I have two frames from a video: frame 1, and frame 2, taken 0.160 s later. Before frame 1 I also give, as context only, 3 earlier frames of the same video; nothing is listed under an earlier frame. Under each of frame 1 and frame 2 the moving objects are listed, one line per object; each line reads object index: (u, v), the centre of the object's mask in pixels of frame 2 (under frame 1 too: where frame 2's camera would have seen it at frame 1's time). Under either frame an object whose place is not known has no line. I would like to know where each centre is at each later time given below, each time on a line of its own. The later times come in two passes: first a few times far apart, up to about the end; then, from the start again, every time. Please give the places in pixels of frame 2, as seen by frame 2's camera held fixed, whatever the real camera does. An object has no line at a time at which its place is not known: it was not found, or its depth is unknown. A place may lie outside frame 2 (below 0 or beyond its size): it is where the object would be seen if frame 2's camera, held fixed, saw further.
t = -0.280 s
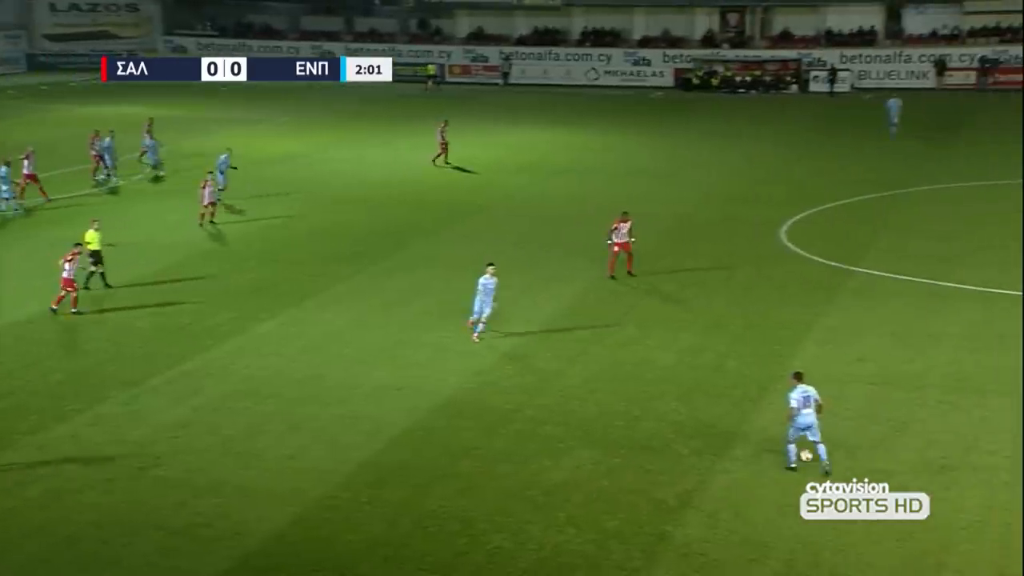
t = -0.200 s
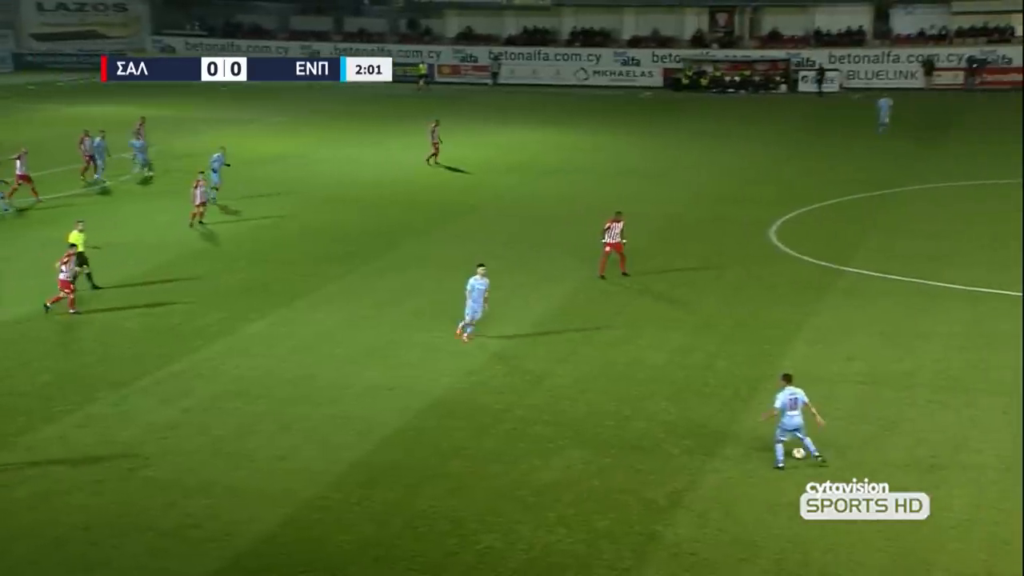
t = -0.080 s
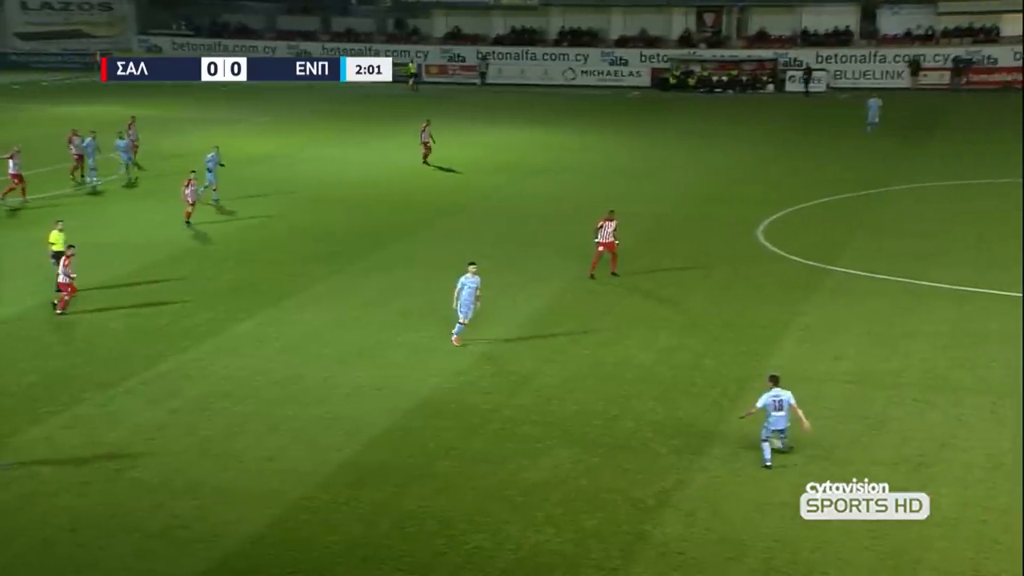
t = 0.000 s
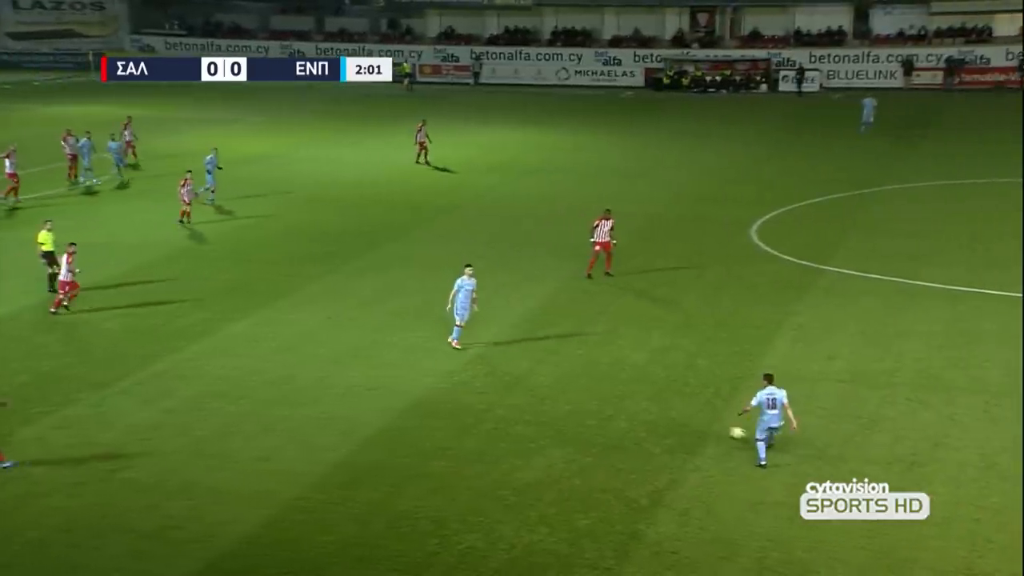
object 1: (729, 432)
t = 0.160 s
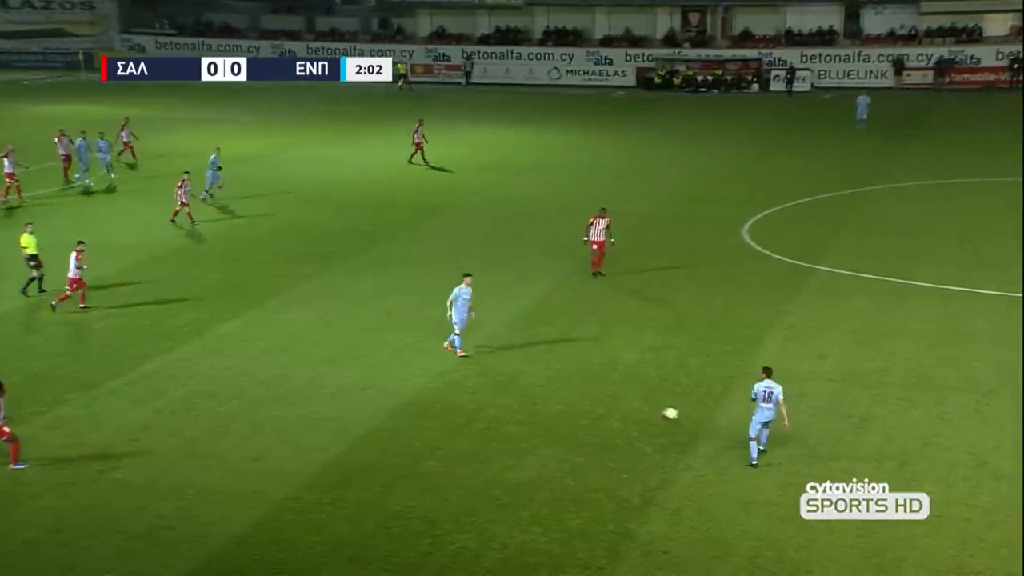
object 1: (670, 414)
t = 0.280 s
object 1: (633, 402)
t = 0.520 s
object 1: (573, 383)
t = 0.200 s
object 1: (657, 409)
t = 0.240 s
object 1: (644, 406)
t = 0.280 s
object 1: (633, 402)
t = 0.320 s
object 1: (622, 398)
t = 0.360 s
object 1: (611, 394)
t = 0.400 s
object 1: (601, 391)
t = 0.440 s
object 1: (591, 389)
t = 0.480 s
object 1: (583, 385)
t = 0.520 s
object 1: (573, 383)
